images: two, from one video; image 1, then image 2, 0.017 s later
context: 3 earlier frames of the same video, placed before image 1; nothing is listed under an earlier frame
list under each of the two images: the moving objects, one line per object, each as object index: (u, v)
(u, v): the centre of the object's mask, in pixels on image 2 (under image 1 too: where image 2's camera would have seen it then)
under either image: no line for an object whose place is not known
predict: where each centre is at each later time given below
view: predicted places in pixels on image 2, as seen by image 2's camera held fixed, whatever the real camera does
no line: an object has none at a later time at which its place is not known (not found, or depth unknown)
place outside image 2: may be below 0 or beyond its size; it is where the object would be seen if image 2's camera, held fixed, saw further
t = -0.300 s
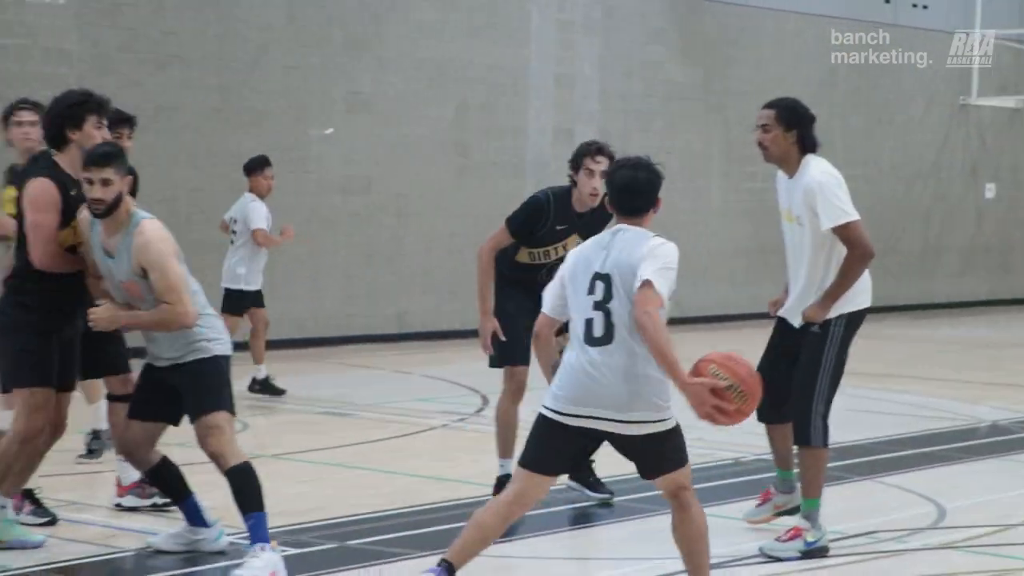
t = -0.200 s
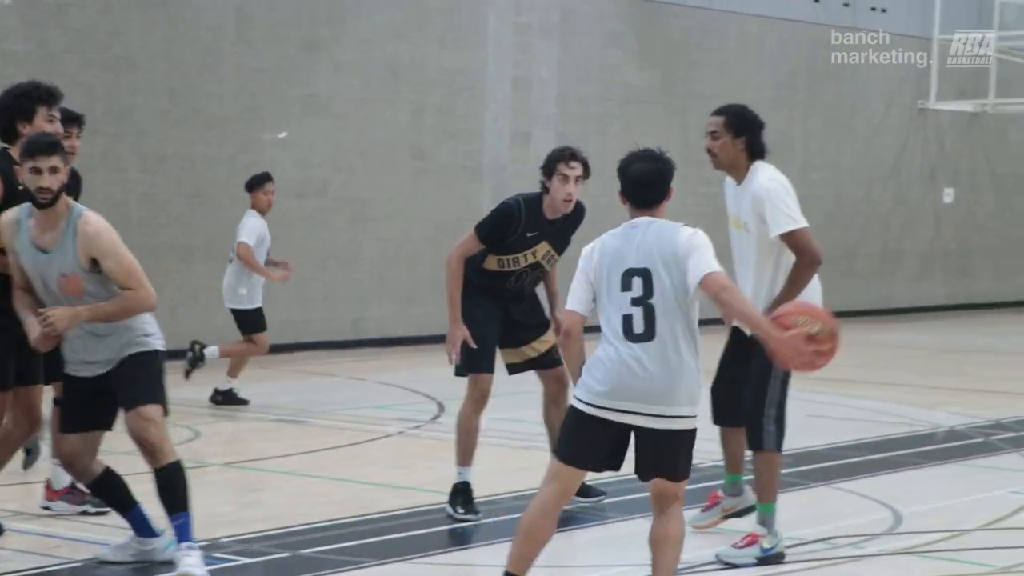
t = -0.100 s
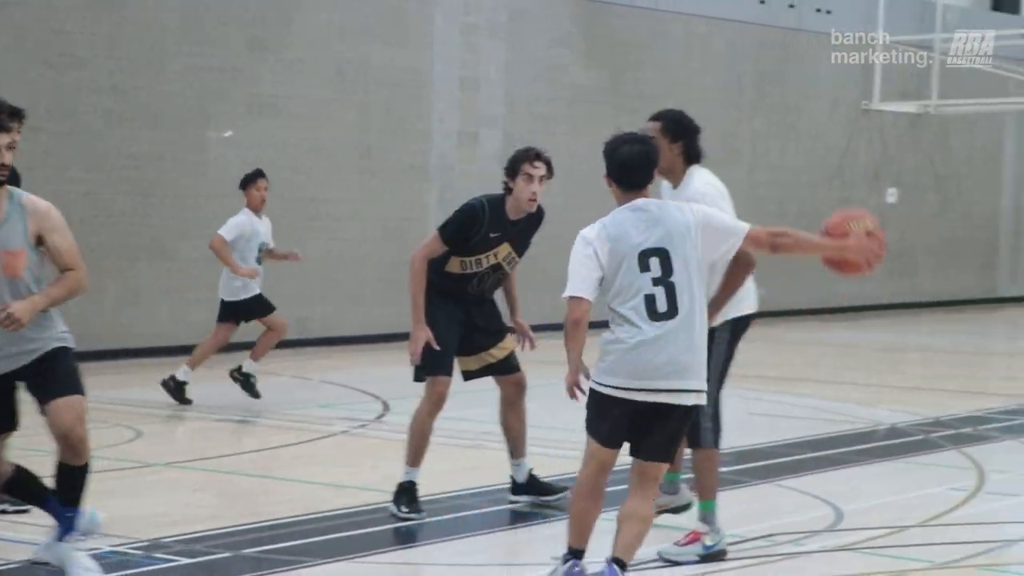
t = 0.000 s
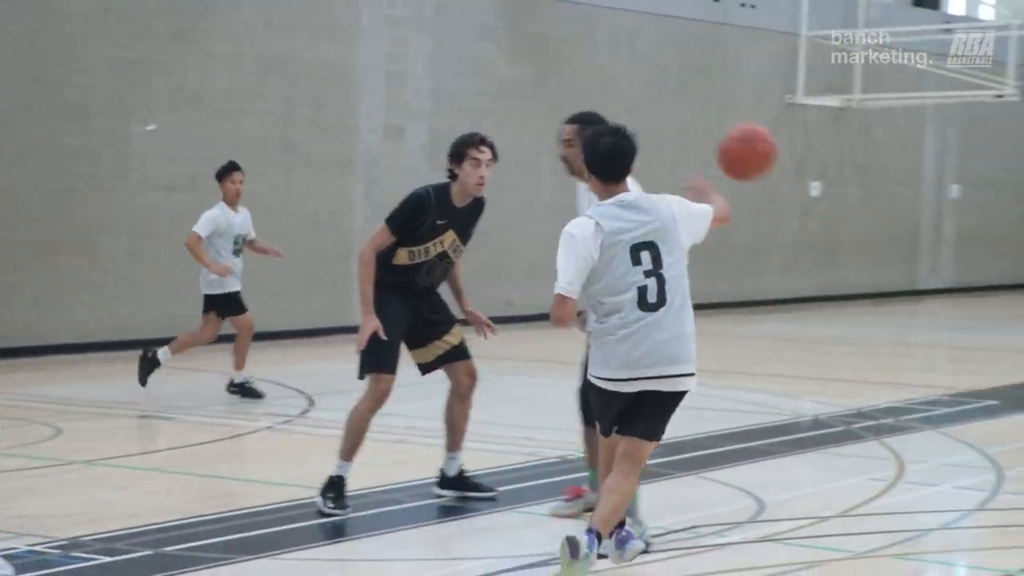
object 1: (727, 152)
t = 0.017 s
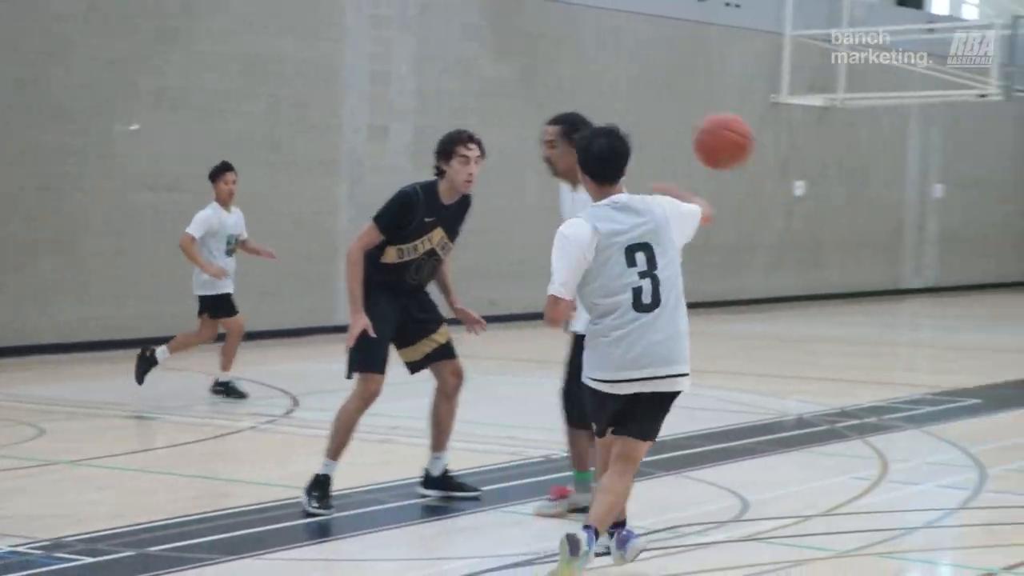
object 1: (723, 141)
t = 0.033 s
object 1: (717, 132)
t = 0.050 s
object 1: (710, 124)
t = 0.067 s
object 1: (703, 116)
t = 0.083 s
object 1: (697, 108)
